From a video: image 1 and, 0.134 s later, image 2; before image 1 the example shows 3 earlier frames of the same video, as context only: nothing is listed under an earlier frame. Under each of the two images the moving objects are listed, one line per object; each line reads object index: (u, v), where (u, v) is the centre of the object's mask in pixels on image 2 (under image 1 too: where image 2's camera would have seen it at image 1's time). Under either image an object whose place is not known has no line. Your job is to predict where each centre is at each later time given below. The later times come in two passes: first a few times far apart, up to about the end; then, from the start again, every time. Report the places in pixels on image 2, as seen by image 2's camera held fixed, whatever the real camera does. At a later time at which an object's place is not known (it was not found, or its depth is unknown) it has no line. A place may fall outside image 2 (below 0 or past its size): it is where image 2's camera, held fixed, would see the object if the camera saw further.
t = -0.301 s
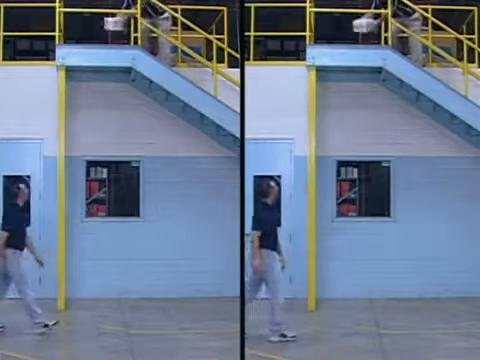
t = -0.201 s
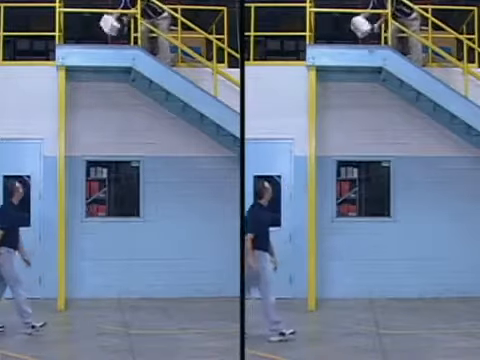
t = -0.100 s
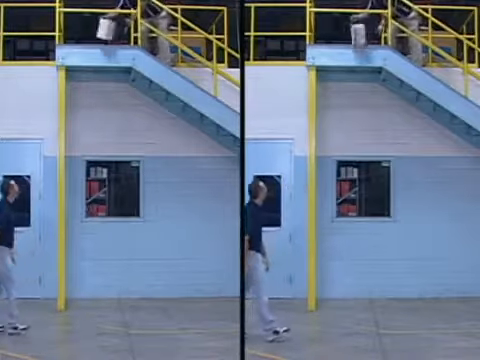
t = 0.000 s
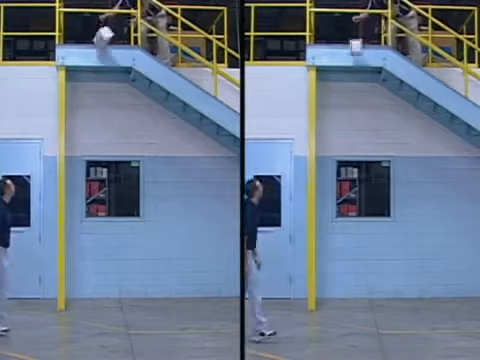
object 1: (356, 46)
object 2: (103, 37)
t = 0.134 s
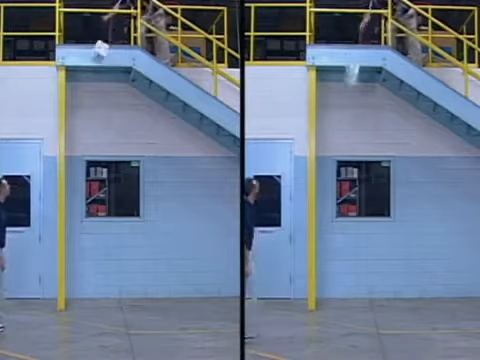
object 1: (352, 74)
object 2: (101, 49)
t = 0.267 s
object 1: (349, 111)
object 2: (95, 75)
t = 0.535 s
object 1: (343, 231)
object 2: (86, 180)
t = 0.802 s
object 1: (335, 302)
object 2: (77, 318)
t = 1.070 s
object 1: (330, 315)
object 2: (90, 297)
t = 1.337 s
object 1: (324, 318)
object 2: (102, 309)
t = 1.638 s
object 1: (322, 318)
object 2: (103, 310)
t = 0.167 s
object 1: (351, 77)
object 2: (100, 55)
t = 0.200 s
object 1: (350, 88)
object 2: (97, 66)
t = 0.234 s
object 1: (350, 100)
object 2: (96, 73)
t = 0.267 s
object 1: (349, 111)
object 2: (95, 75)
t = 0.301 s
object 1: (347, 121)
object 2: (95, 82)
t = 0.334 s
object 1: (346, 134)
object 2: (93, 97)
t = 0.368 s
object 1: (345, 151)
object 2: (91, 109)
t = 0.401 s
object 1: (345, 165)
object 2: (91, 121)
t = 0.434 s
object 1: (344, 179)
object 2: (93, 133)
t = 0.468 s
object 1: (343, 197)
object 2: (90, 148)
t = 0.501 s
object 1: (343, 215)
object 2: (89, 164)
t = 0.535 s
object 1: (343, 231)
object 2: (86, 180)
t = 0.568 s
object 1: (342, 251)
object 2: (84, 196)
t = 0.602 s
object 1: (342, 271)
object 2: (84, 211)
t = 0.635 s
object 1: (339, 293)
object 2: (86, 227)
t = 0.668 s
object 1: (336, 308)
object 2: (83, 248)
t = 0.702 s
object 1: (336, 308)
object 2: (81, 268)
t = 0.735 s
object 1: (336, 305)
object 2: (77, 286)
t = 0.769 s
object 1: (335, 303)
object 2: (76, 309)
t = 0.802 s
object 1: (335, 302)
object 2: (77, 318)
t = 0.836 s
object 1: (334, 301)
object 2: (79, 313)
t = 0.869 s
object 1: (334, 302)
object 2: (81, 305)
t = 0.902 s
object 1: (333, 303)
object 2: (82, 303)
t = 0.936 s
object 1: (333, 304)
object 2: (83, 302)
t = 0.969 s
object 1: (332, 306)
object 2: (85, 300)
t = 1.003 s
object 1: (331, 308)
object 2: (86, 299)
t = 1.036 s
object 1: (331, 311)
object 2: (88, 297)
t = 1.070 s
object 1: (330, 315)
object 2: (90, 297)
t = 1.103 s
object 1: (329, 316)
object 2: (91, 299)
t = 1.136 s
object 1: (329, 316)
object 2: (93, 302)
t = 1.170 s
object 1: (328, 317)
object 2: (95, 304)
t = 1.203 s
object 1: (328, 317)
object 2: (97, 308)
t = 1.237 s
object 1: (328, 317)
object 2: (98, 309)
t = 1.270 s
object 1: (327, 317)
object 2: (100, 309)
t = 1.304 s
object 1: (326, 318)
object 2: (102, 309)
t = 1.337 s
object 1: (324, 318)
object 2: (102, 309)
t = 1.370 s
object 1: (323, 318)
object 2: (103, 309)
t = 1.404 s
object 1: (323, 318)
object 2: (103, 309)
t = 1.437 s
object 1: (323, 318)
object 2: (103, 310)
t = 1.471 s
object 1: (322, 318)
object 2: (103, 310)
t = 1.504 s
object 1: (322, 318)
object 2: (103, 310)
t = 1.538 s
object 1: (322, 318)
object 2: (103, 310)
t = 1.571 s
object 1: (322, 318)
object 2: (103, 310)
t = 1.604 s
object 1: (322, 318)
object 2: (103, 310)
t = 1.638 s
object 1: (322, 318)
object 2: (103, 310)
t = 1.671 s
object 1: (322, 318)
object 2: (103, 310)
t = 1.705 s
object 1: (322, 318)
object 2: (104, 310)
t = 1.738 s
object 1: (322, 318)
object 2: (104, 310)
